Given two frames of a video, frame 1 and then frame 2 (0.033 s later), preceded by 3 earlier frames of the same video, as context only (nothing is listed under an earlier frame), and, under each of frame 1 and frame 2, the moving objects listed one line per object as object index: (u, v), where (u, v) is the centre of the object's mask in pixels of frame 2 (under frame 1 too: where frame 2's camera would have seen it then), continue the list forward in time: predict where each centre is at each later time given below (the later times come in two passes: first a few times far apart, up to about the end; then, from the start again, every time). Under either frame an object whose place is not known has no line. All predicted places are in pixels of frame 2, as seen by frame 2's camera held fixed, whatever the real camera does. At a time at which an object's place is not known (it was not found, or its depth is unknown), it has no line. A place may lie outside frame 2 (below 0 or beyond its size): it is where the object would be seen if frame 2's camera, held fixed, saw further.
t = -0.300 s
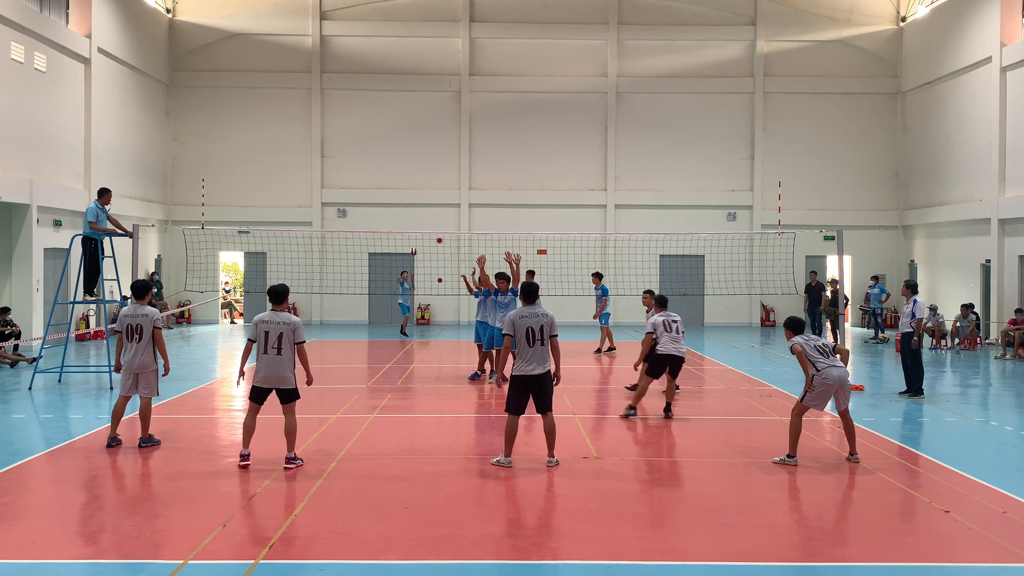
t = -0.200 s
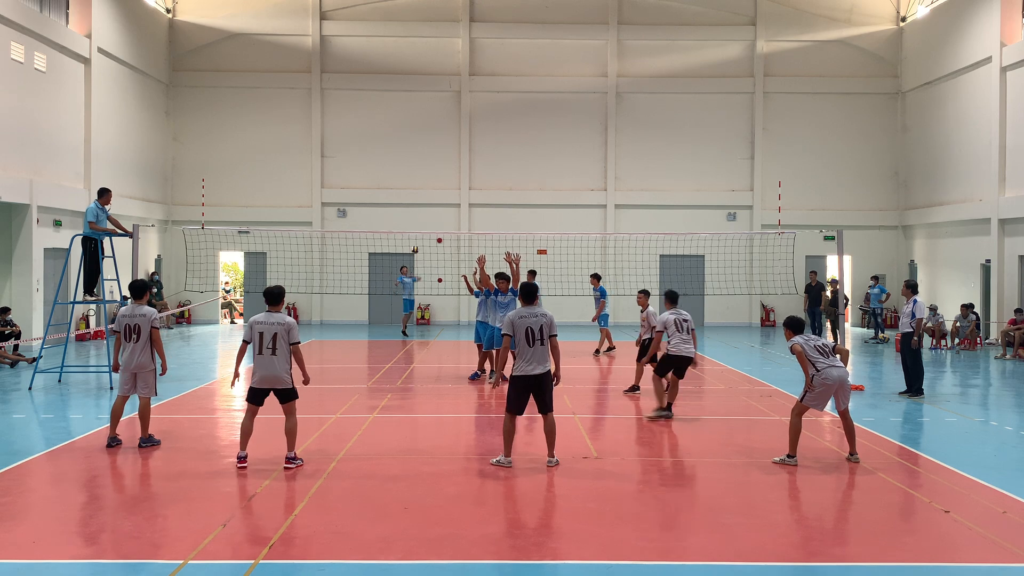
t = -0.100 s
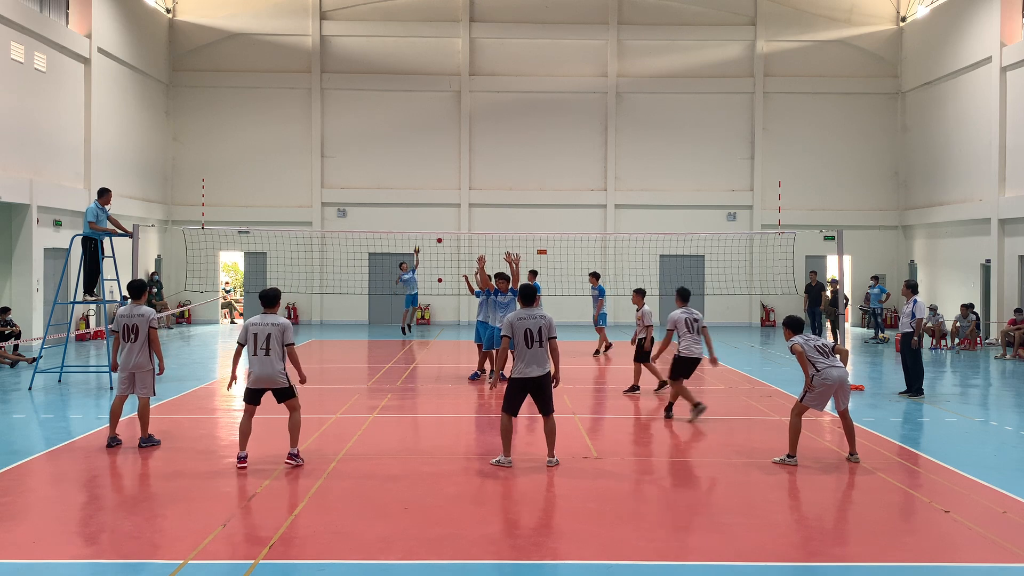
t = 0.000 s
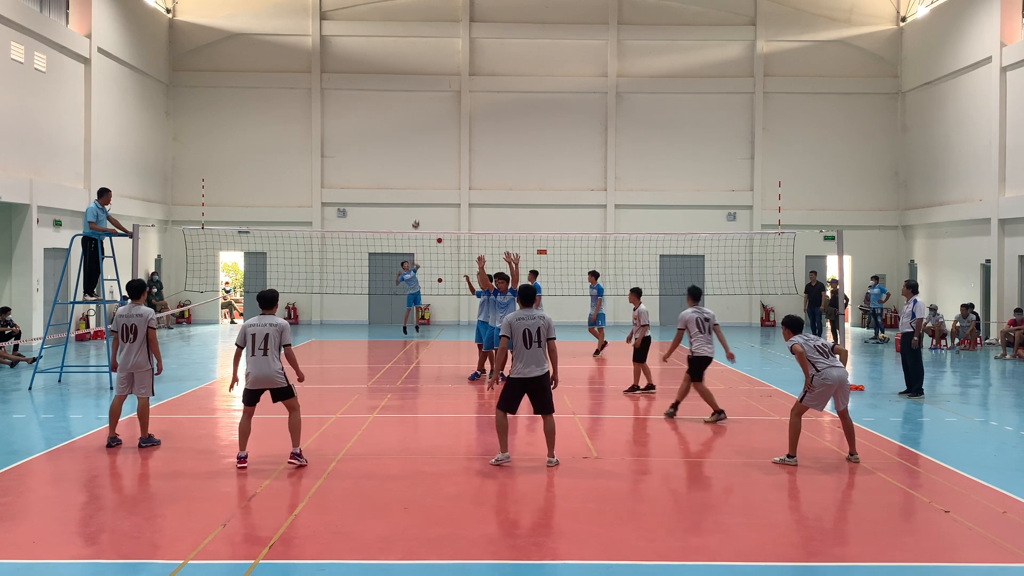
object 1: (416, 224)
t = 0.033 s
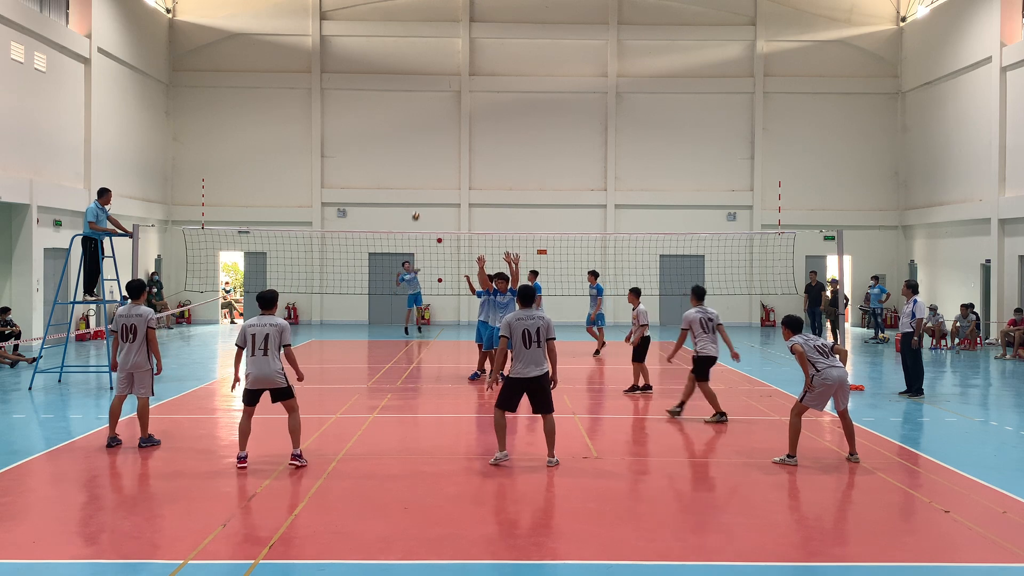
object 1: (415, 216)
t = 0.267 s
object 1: (412, 168)
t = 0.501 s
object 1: (406, 137)
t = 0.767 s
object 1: (398, 134)
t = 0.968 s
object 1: (390, 168)
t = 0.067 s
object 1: (415, 209)
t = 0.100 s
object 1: (415, 201)
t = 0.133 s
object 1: (414, 194)
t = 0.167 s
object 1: (414, 187)
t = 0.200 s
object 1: (413, 180)
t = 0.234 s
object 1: (412, 175)
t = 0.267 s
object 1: (412, 168)
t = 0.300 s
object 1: (411, 162)
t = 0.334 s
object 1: (411, 157)
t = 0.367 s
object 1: (409, 152)
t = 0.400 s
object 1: (409, 147)
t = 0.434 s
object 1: (408, 143)
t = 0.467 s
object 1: (407, 140)
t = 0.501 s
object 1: (406, 137)
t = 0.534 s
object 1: (405, 134)
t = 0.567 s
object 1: (404, 132)
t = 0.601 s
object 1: (403, 131)
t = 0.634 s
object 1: (402, 130)
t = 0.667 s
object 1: (402, 130)
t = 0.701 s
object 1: (401, 131)
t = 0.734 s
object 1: (399, 132)
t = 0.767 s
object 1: (398, 134)
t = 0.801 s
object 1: (397, 138)
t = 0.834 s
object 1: (396, 141)
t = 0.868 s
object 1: (394, 146)
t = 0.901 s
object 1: (393, 152)
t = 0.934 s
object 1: (391, 160)
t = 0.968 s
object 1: (390, 168)
